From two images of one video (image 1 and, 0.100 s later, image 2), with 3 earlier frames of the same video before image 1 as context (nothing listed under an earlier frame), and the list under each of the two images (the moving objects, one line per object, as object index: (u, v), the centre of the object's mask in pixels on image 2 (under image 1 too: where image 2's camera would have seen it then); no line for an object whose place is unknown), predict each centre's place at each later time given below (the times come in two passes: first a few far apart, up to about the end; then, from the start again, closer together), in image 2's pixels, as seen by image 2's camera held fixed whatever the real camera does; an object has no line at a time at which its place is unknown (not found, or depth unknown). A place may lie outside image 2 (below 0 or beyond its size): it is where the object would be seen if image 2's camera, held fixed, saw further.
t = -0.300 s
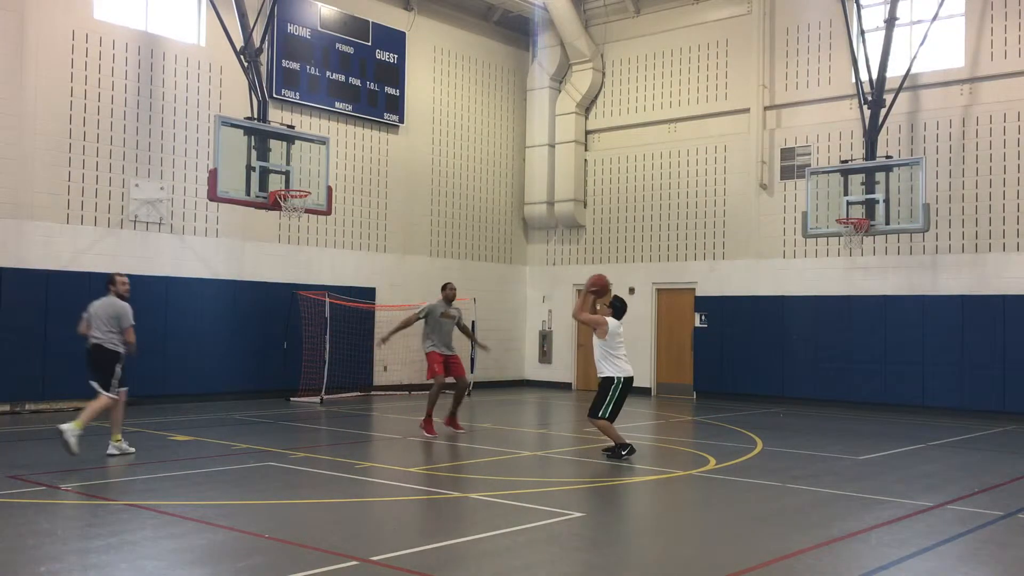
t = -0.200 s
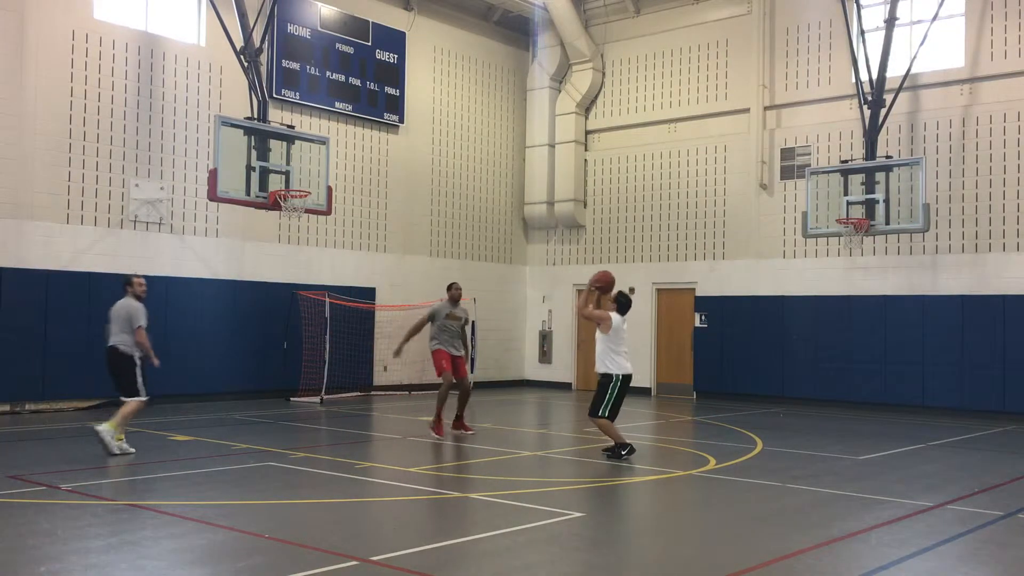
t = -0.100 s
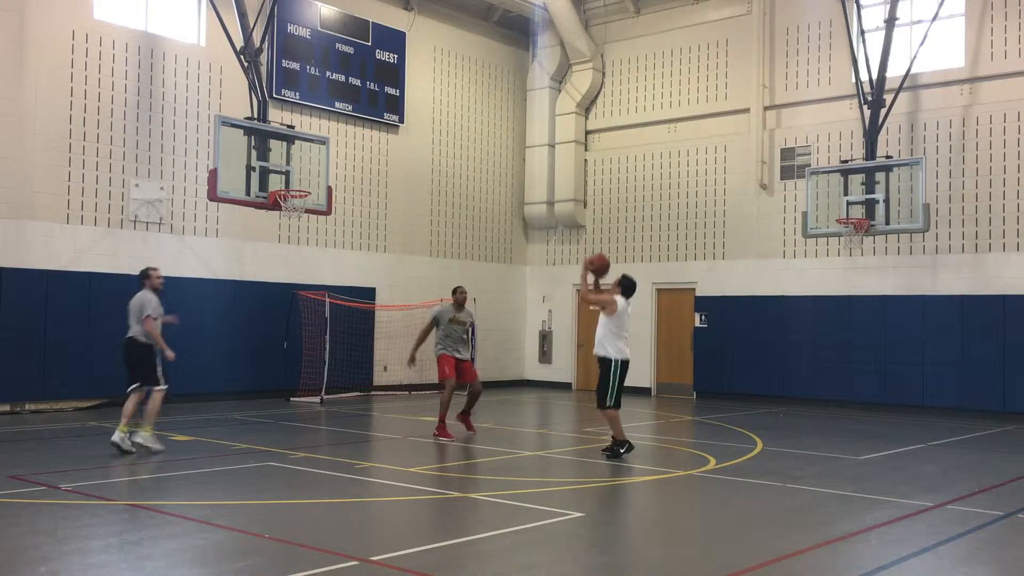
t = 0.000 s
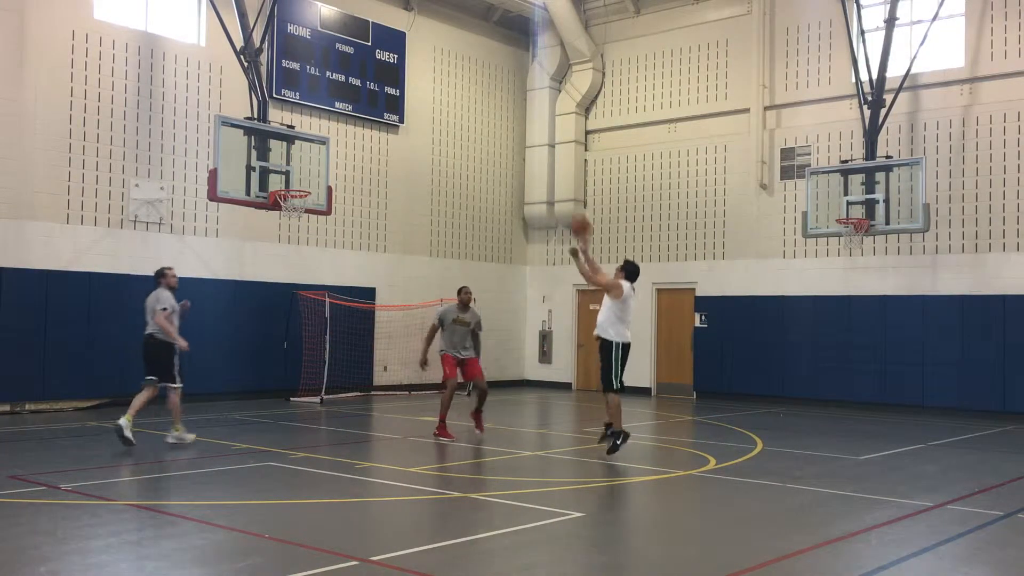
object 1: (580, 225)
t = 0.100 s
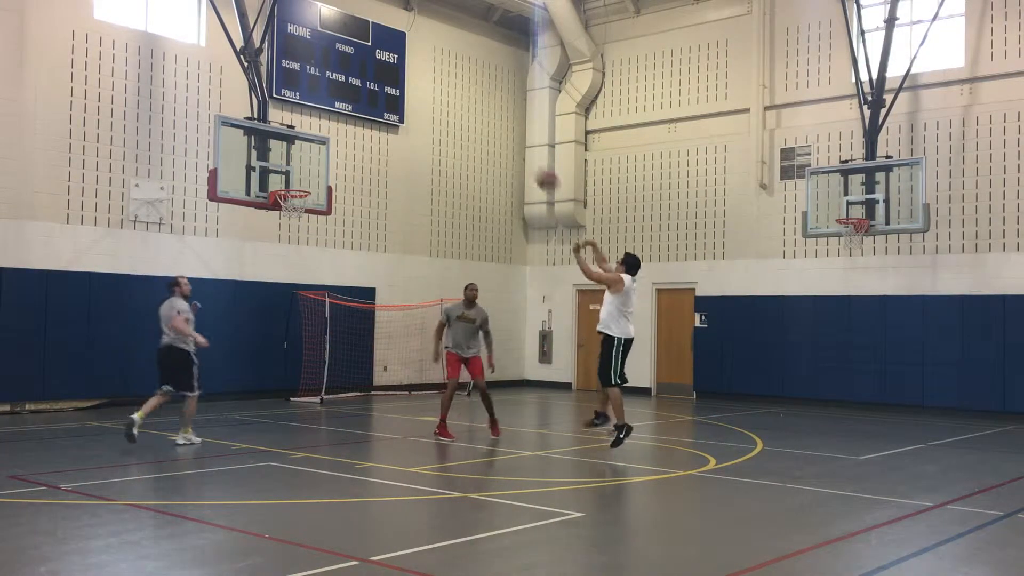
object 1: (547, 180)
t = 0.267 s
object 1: (495, 126)
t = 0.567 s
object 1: (411, 93)
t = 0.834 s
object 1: (345, 127)
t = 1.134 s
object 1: (282, 200)
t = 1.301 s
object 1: (291, 213)
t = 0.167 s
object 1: (524, 154)
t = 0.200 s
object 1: (514, 144)
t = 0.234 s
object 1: (504, 134)
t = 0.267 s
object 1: (495, 126)
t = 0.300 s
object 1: (484, 118)
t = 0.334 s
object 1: (474, 111)
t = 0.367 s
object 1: (465, 105)
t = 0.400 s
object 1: (455, 101)
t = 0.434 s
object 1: (446, 98)
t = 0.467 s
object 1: (437, 95)
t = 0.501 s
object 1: (428, 94)
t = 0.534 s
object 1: (420, 93)
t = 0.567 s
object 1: (411, 93)
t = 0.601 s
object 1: (402, 94)
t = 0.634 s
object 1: (392, 95)
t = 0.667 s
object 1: (384, 97)
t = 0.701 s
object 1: (377, 102)
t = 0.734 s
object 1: (368, 106)
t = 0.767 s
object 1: (361, 112)
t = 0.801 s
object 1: (351, 119)
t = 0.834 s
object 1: (345, 127)
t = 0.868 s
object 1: (337, 133)
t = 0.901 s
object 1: (329, 141)
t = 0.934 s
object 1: (322, 150)
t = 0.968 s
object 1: (315, 160)
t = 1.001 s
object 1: (307, 170)
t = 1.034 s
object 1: (300, 180)
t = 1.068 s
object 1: (295, 192)
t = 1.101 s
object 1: (288, 195)
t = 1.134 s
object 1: (282, 200)
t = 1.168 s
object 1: (286, 202)
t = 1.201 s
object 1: (287, 203)
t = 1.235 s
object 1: (287, 204)
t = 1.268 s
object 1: (290, 210)
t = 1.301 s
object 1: (291, 213)
